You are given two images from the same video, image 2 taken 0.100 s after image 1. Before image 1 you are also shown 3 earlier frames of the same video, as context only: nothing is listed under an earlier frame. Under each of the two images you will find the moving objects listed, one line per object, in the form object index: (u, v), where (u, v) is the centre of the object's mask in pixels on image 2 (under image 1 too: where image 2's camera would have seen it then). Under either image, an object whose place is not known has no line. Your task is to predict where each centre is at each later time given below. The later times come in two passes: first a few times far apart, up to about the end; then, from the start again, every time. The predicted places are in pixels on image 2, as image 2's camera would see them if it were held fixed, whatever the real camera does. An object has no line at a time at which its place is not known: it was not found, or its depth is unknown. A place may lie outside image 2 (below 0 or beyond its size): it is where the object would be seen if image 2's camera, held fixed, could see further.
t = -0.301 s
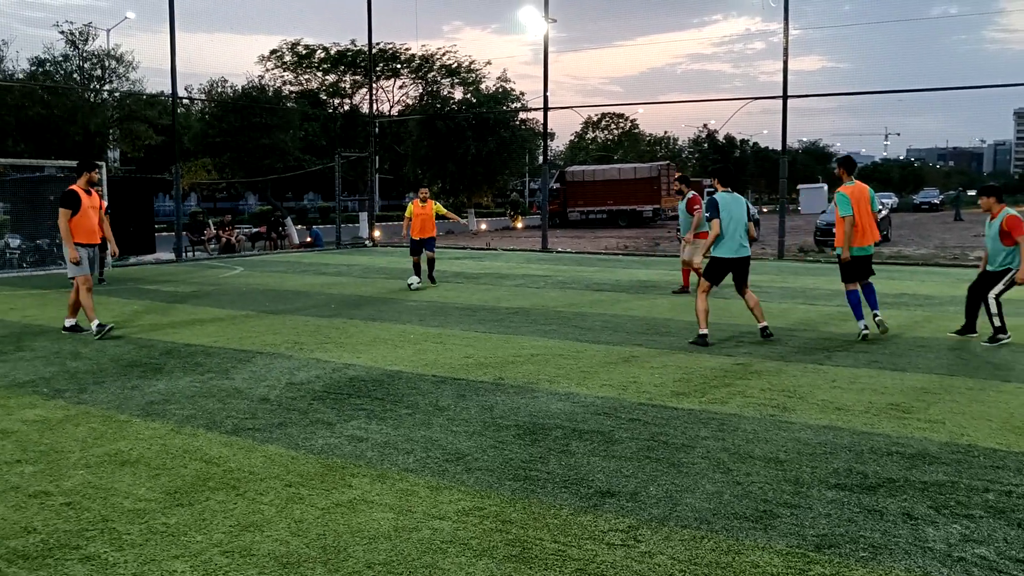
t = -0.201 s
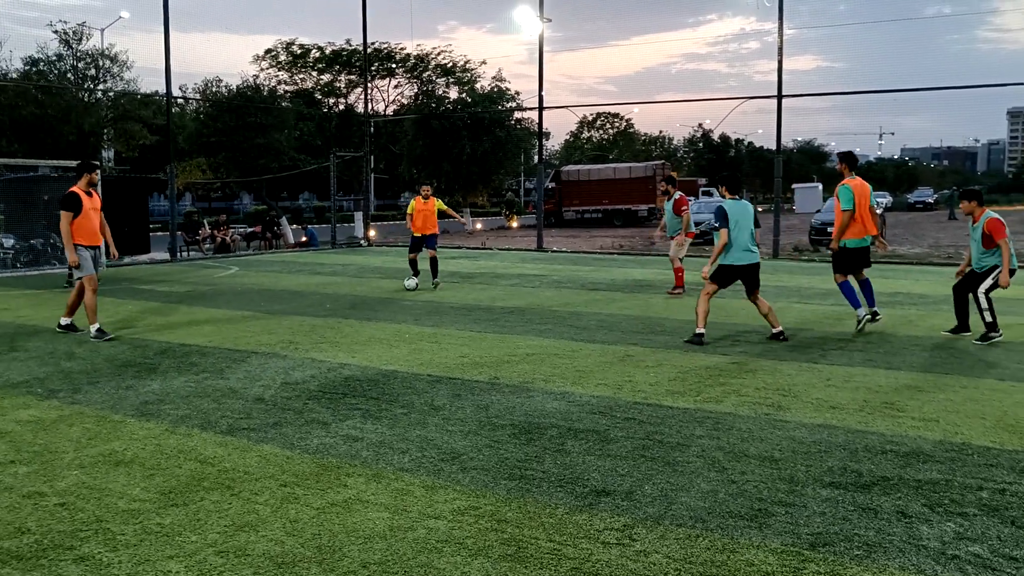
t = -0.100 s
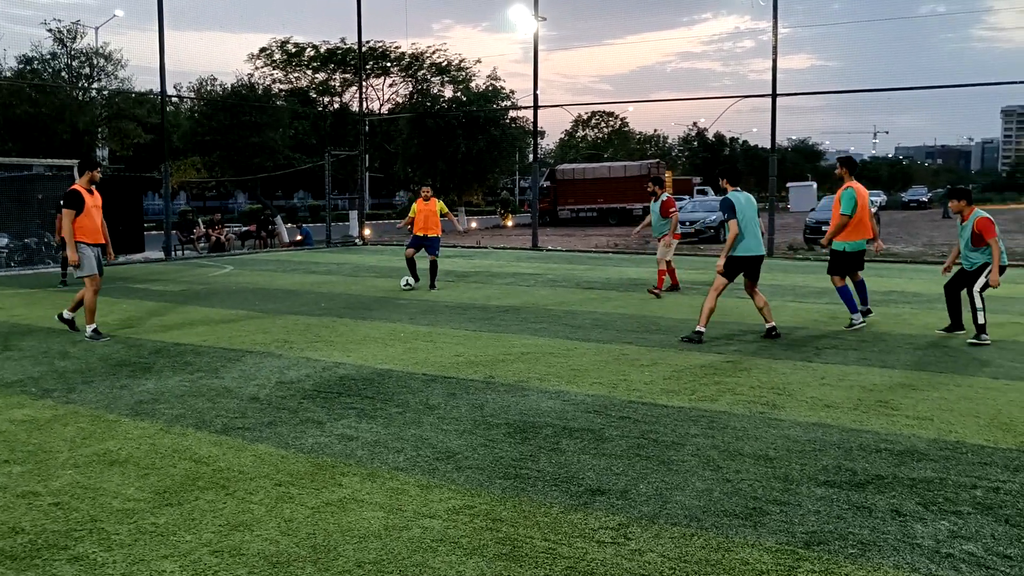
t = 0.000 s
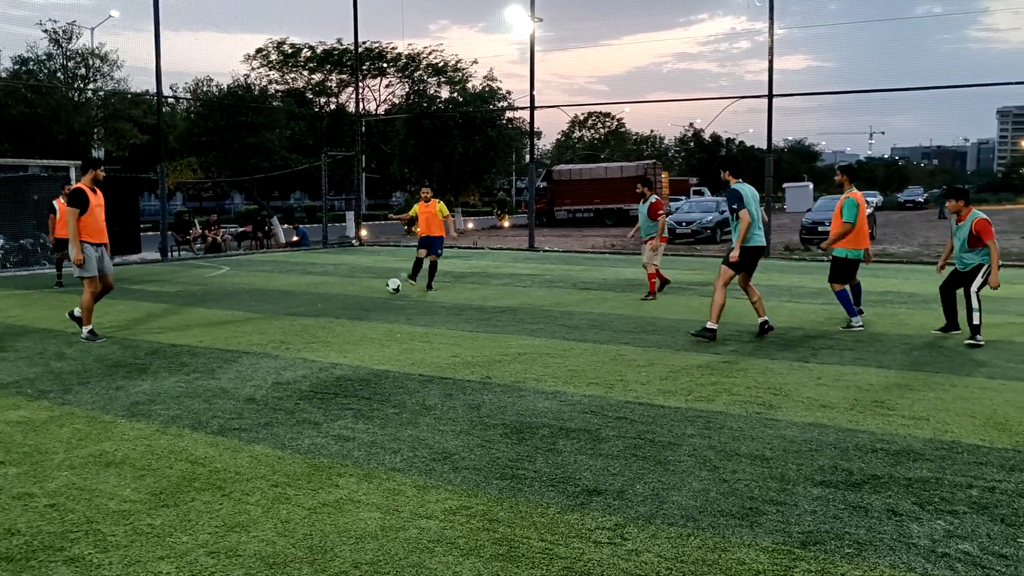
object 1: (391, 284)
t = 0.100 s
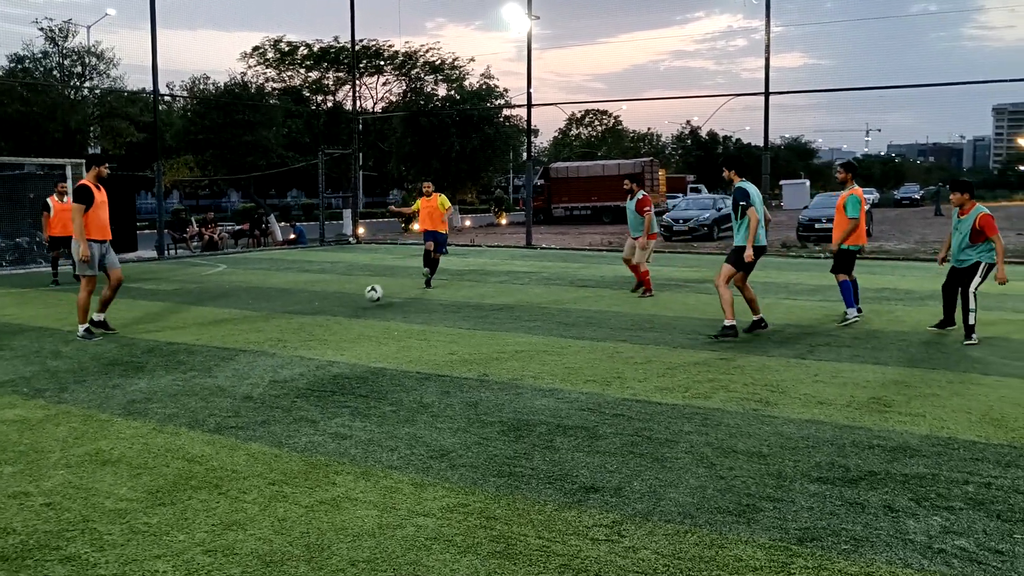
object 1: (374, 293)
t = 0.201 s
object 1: (354, 311)
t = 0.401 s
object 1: (310, 336)
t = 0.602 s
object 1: (247, 376)
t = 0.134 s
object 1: (367, 299)
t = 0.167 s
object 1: (361, 305)
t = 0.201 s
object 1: (354, 311)
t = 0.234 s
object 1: (347, 313)
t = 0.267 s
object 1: (340, 317)
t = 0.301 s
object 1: (333, 322)
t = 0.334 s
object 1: (325, 328)
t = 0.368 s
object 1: (318, 334)
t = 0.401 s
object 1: (310, 336)
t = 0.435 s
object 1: (301, 340)
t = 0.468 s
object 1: (292, 347)
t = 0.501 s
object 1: (281, 354)
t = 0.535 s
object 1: (270, 366)
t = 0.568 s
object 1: (259, 374)
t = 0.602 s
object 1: (247, 376)
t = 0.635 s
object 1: (235, 381)
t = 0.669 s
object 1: (221, 388)
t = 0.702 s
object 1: (207, 399)
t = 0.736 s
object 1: (191, 411)
